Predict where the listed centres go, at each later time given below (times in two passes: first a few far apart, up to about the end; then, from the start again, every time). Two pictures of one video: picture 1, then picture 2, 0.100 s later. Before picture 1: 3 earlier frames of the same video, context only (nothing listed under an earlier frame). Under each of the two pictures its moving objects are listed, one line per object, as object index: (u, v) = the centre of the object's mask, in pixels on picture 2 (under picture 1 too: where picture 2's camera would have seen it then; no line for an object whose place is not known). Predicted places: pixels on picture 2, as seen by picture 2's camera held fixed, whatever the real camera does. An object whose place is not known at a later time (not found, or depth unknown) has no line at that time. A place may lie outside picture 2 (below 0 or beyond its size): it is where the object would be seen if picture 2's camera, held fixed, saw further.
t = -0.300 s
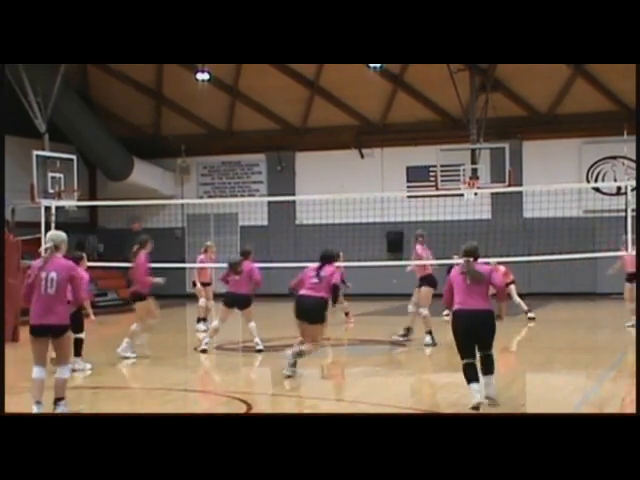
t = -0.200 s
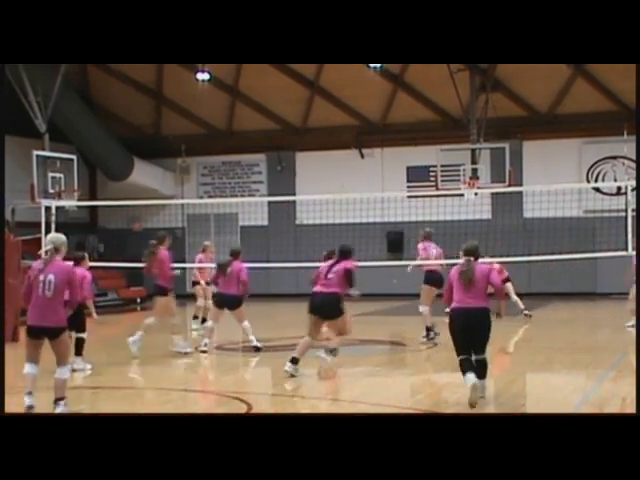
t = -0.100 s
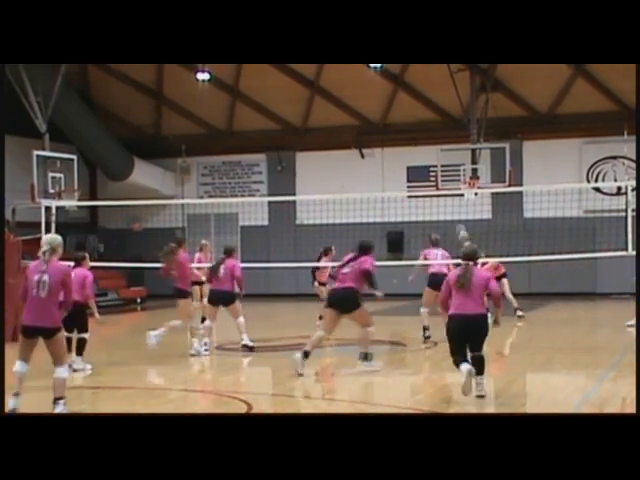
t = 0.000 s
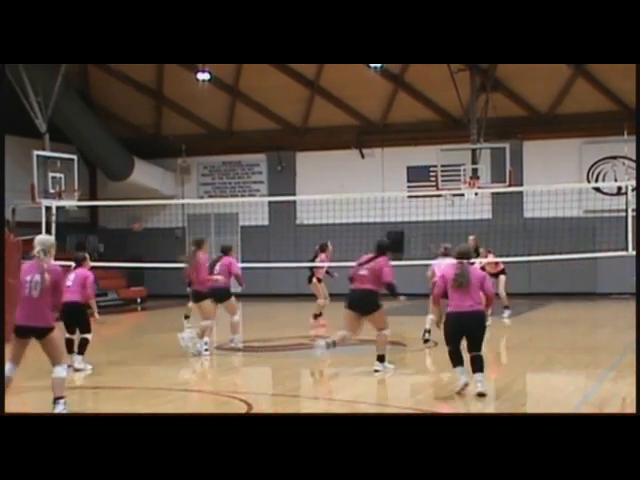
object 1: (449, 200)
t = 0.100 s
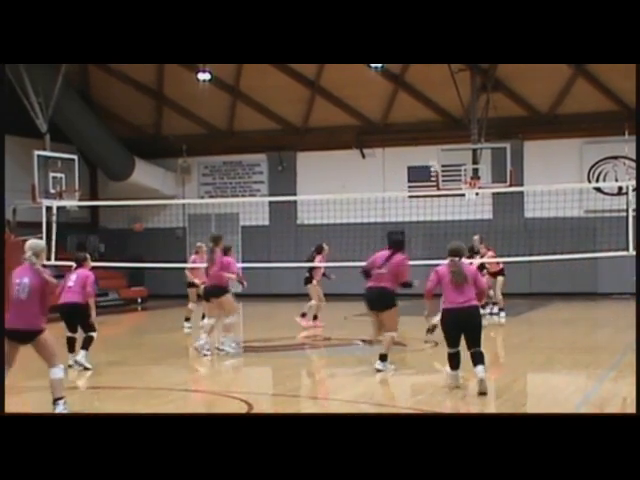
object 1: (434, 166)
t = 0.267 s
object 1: (413, 130)
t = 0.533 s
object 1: (375, 97)
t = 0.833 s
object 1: (335, 105)
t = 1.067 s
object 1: (304, 144)
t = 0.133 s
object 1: (431, 158)
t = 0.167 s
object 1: (426, 149)
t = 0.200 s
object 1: (421, 142)
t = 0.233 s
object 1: (417, 137)
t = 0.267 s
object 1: (413, 130)
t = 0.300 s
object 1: (408, 123)
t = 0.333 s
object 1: (404, 118)
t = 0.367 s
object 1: (398, 113)
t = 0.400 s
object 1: (394, 109)
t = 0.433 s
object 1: (390, 105)
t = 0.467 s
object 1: (385, 102)
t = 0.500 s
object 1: (380, 99)
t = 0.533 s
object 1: (375, 97)
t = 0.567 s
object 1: (371, 96)
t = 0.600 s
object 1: (367, 95)
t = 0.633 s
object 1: (362, 95)
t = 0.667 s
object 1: (357, 94)
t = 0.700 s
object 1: (353, 95)
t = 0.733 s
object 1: (348, 96)
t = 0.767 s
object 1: (344, 99)
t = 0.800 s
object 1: (340, 101)
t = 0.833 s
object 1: (335, 105)
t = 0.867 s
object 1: (331, 109)
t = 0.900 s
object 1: (327, 112)
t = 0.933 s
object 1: (321, 118)
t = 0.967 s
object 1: (317, 124)
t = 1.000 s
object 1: (312, 131)
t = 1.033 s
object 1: (308, 138)
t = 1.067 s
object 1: (304, 144)
